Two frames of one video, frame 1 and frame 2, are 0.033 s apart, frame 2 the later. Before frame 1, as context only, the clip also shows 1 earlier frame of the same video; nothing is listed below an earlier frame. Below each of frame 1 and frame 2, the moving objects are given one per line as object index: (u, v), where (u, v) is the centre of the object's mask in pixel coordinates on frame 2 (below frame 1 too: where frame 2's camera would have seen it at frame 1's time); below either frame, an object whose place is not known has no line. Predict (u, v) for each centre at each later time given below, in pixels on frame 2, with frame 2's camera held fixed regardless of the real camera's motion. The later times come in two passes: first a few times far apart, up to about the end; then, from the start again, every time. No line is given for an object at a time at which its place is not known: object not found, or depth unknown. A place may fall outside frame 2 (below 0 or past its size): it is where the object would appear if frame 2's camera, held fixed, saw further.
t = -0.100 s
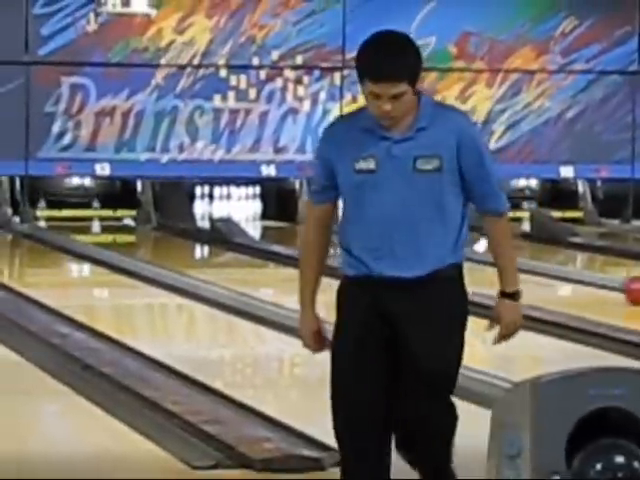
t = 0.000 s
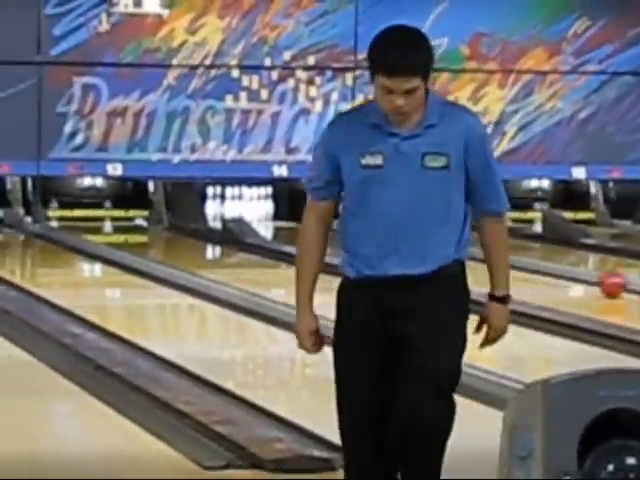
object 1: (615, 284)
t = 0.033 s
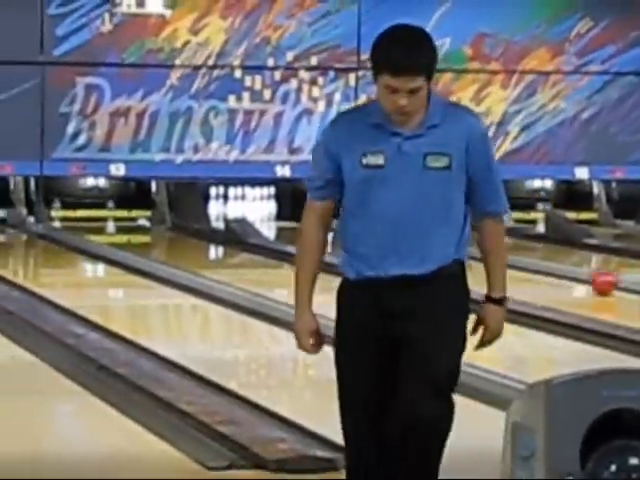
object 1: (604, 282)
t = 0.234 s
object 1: (539, 269)
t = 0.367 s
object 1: (500, 261)
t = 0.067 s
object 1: (591, 279)
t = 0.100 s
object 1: (580, 276)
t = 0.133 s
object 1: (570, 274)
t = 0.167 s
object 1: (559, 273)
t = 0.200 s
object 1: (548, 270)
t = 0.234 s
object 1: (539, 269)
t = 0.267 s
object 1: (527, 268)
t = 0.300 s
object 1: (518, 266)
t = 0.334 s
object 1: (509, 264)
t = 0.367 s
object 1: (500, 261)
